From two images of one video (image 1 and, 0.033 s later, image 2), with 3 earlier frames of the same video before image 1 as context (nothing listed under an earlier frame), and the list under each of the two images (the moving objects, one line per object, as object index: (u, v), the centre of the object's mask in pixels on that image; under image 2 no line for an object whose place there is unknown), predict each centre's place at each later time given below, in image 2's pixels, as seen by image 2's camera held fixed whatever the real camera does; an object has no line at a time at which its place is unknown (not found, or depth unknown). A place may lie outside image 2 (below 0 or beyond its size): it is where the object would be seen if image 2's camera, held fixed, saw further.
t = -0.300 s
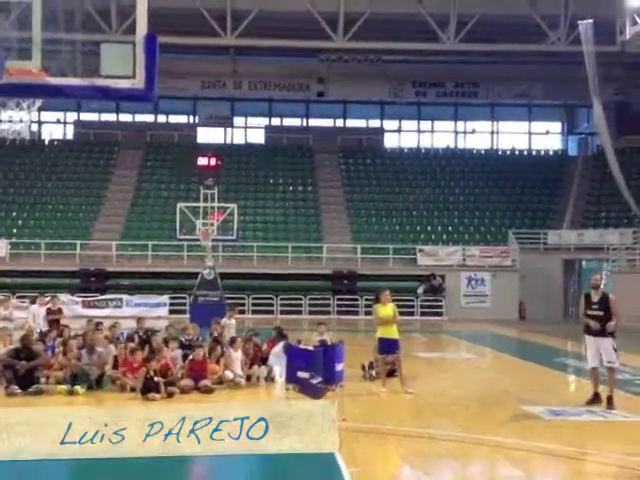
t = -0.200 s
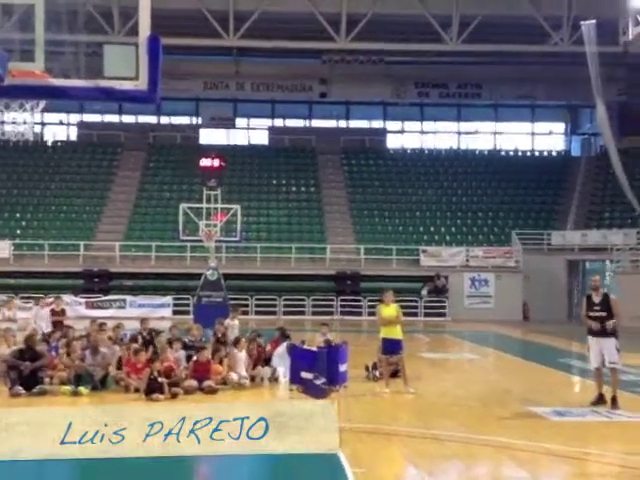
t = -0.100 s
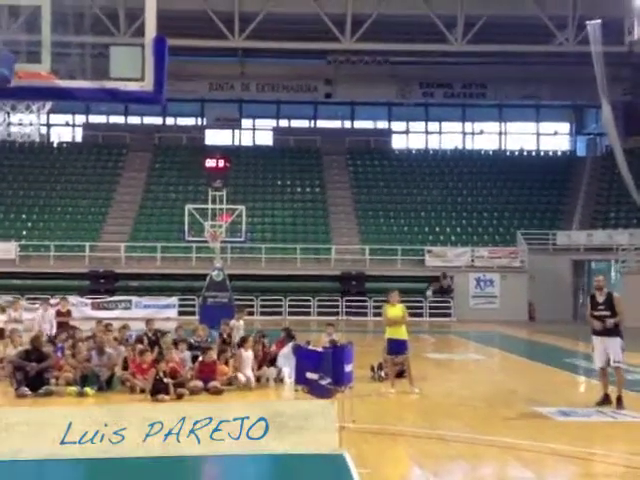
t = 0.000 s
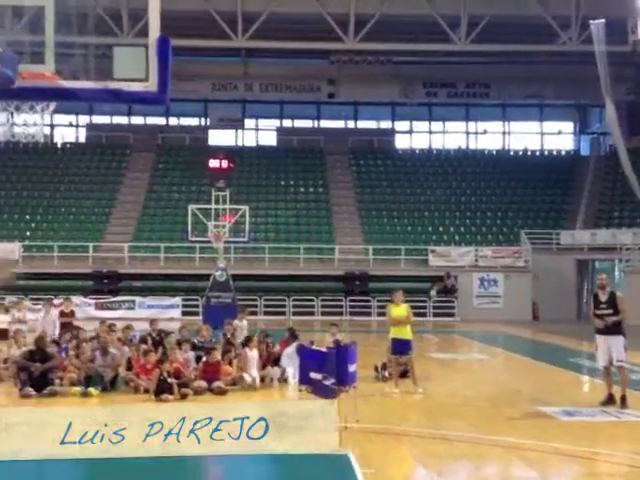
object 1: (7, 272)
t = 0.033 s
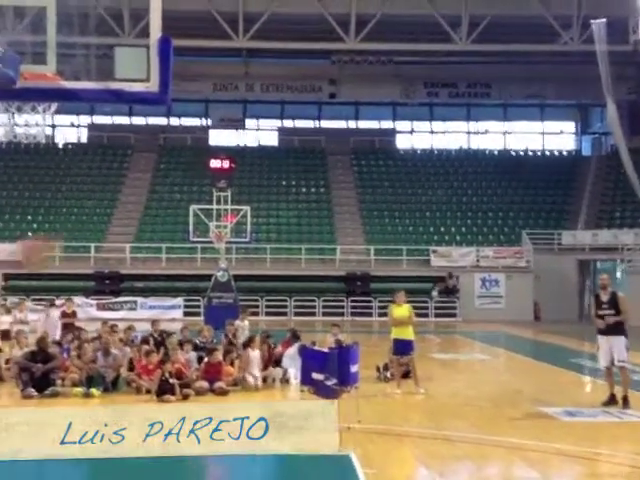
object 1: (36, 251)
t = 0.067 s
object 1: (69, 236)
